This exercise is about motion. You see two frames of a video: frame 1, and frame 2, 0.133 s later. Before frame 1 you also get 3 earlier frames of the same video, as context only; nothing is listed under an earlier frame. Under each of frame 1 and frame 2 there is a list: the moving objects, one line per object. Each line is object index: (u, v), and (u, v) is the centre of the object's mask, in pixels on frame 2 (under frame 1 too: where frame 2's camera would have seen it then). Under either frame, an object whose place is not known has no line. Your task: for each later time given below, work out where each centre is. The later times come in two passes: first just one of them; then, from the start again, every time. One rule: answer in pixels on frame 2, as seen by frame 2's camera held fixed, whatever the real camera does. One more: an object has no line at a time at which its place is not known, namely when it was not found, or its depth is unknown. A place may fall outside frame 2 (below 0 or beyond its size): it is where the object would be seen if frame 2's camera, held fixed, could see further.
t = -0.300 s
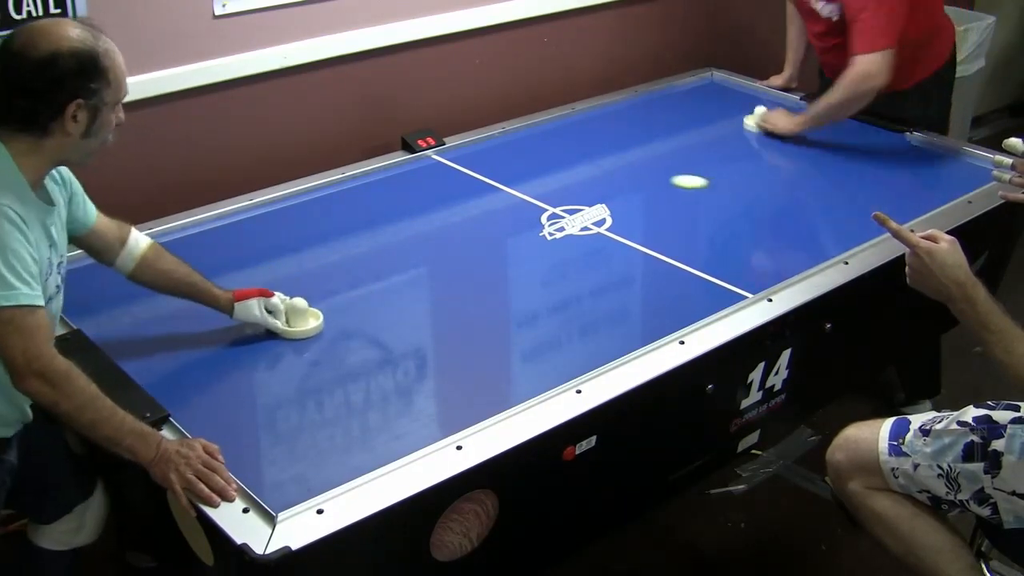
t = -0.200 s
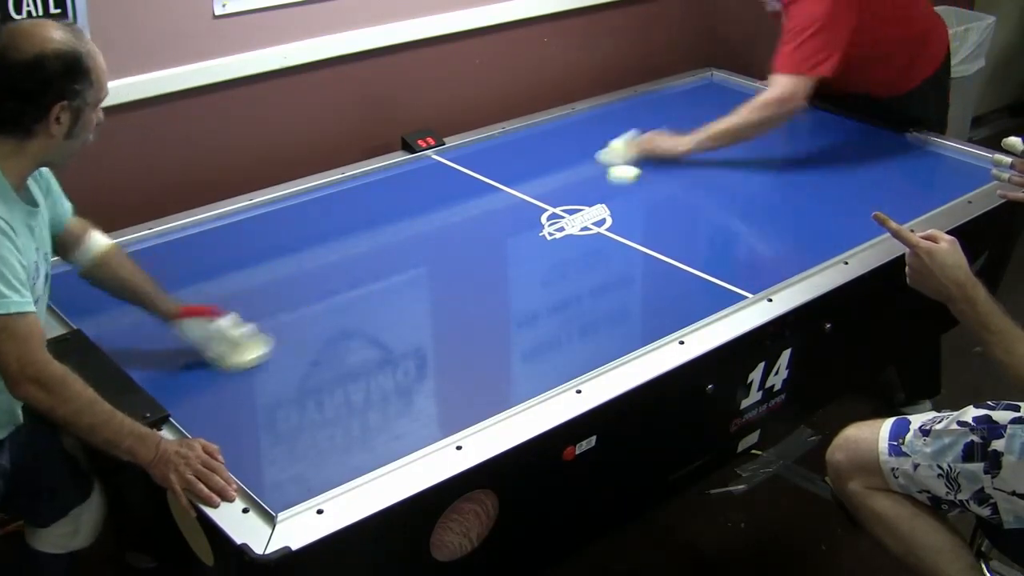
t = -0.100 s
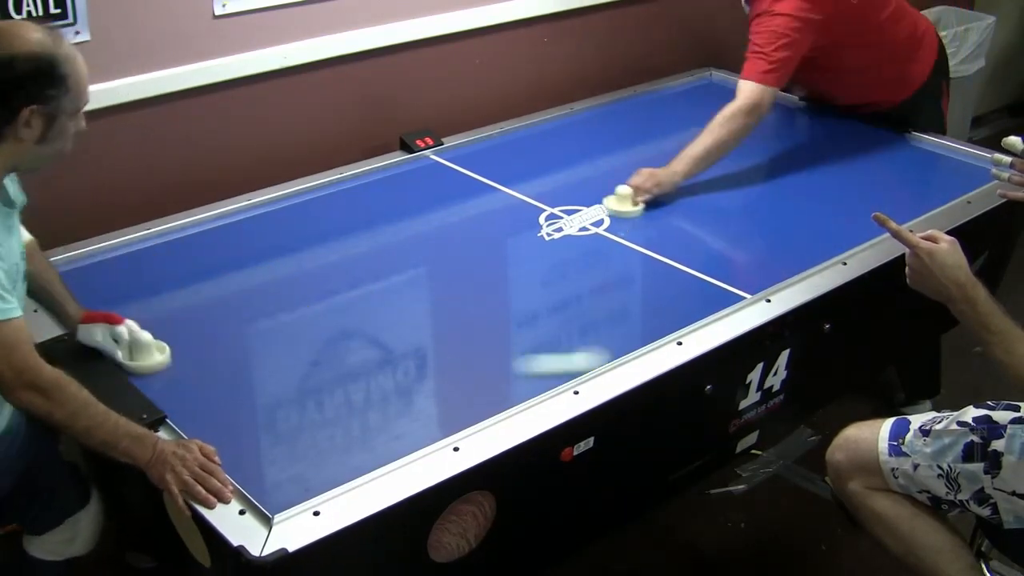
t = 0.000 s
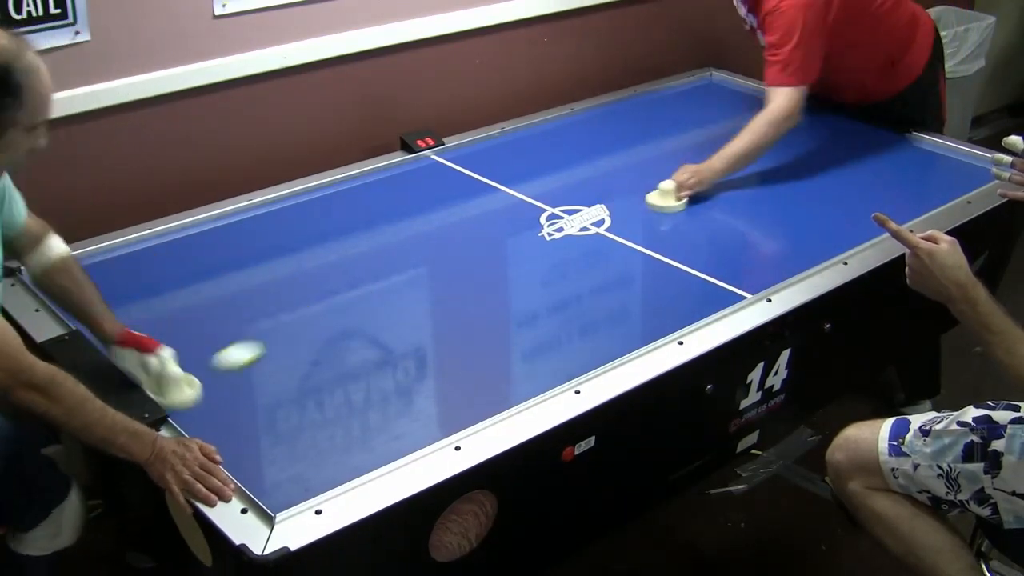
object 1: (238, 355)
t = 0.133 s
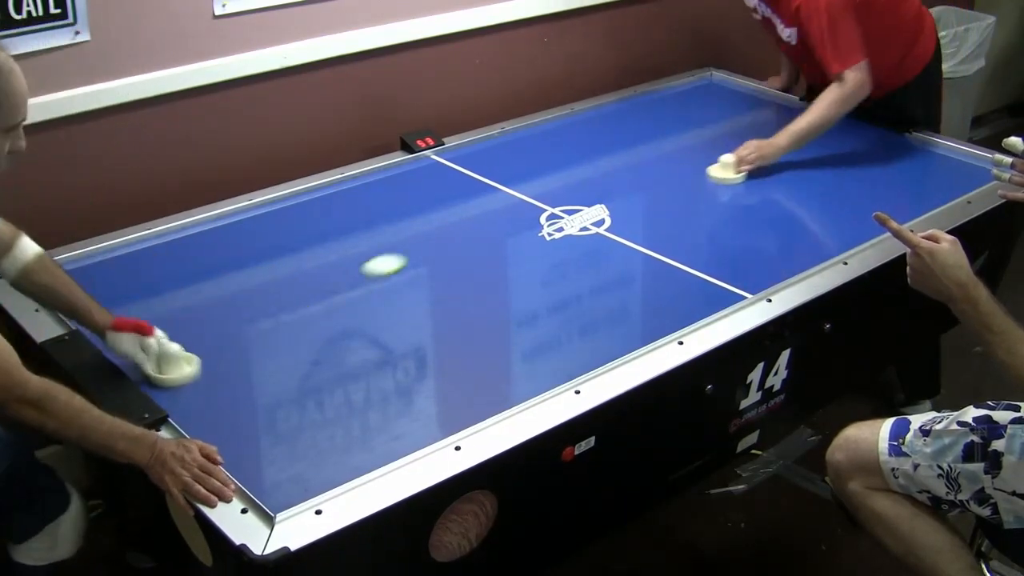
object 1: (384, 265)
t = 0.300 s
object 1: (521, 180)
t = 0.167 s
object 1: (415, 245)
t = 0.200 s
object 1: (444, 227)
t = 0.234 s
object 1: (471, 211)
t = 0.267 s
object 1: (494, 196)
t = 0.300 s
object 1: (521, 180)
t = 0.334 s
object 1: (543, 167)
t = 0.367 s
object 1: (565, 153)
